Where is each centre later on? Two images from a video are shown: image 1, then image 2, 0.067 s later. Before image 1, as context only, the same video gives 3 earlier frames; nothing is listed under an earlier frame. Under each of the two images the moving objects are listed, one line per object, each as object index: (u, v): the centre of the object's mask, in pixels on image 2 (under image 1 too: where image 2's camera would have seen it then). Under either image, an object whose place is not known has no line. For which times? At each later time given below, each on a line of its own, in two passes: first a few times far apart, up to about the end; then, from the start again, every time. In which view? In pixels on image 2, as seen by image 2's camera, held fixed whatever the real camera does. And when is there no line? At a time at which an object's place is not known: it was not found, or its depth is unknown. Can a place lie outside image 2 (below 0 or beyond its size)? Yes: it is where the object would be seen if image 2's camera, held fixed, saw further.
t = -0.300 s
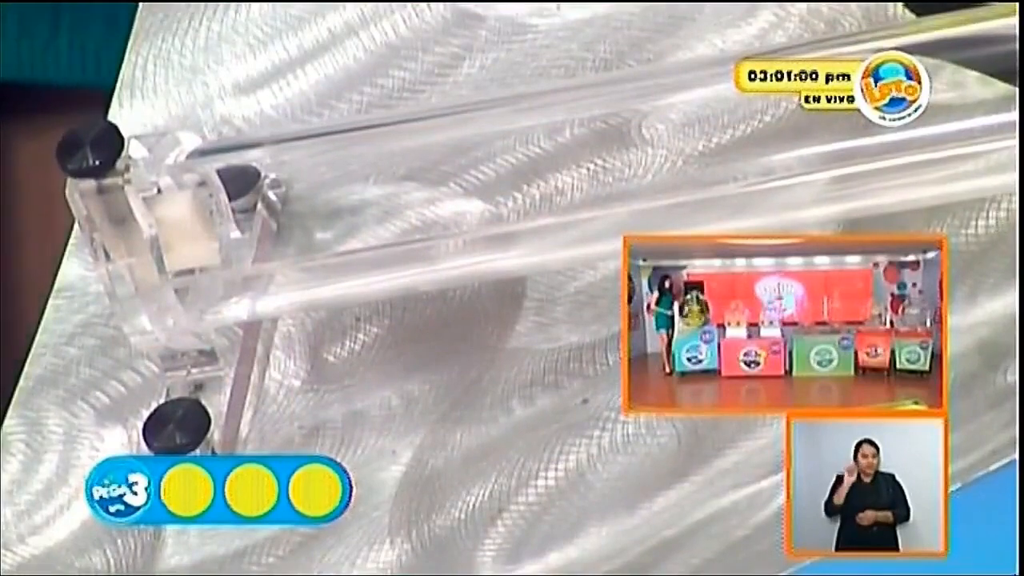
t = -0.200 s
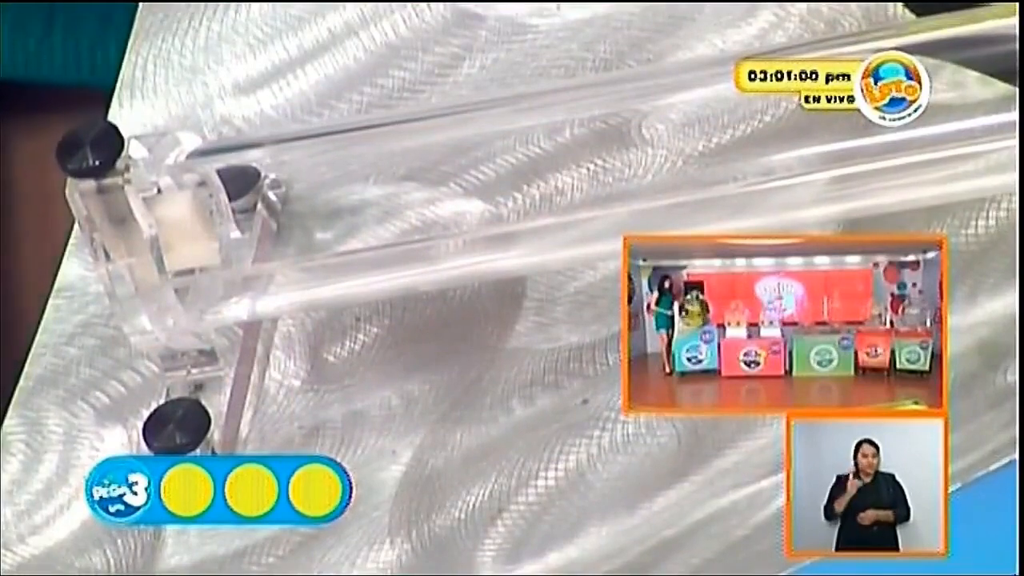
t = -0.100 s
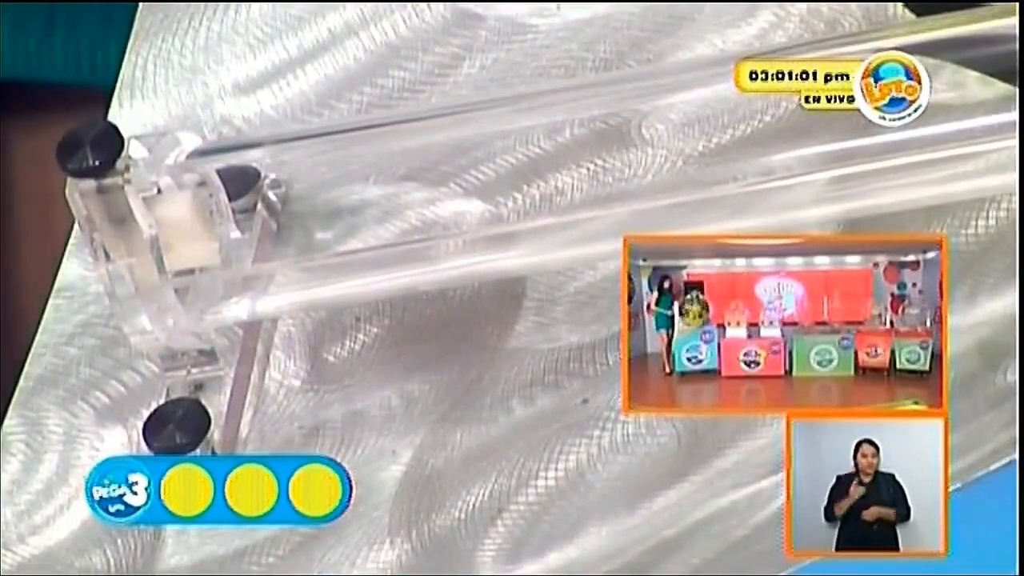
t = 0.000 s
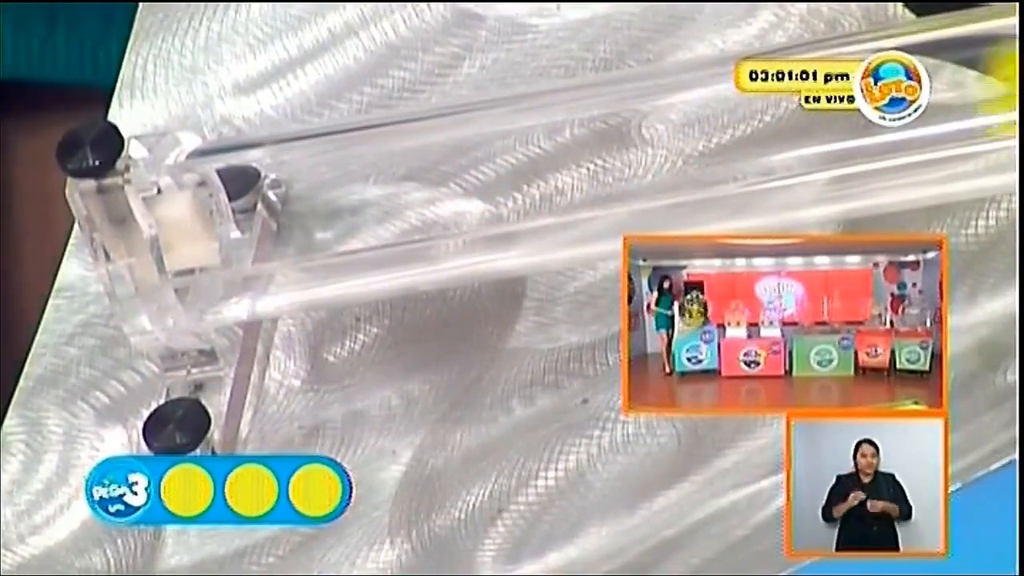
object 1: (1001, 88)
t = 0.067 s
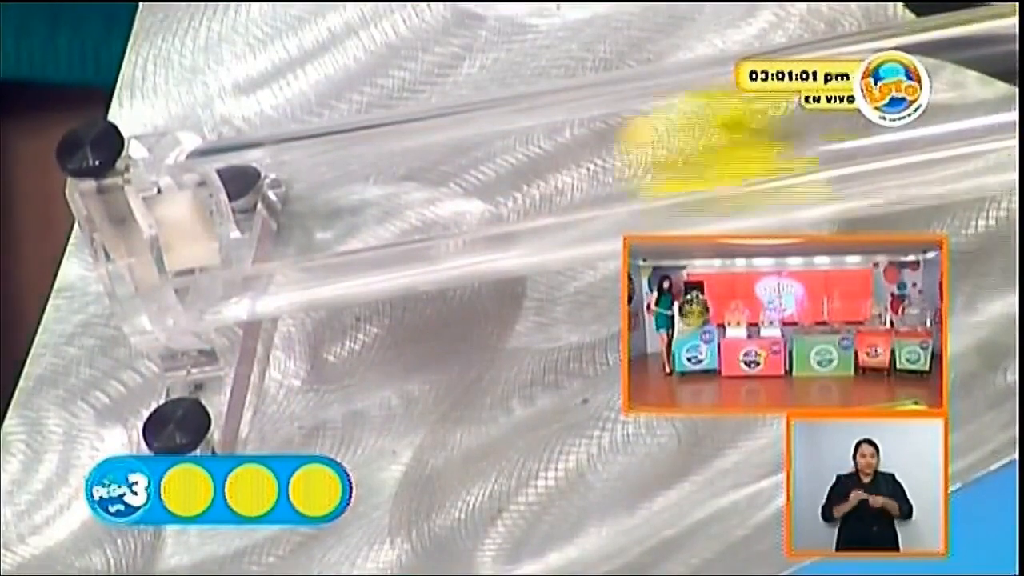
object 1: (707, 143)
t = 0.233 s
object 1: (412, 202)
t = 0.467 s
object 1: (366, 212)
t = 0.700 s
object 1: (287, 224)
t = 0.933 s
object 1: (286, 227)
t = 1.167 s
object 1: (286, 227)
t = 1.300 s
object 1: (286, 227)
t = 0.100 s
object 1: (560, 171)
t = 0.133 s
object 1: (383, 206)
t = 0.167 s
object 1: (319, 212)
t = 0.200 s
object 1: (372, 204)
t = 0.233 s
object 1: (412, 202)
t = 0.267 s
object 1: (433, 194)
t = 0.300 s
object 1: (447, 193)
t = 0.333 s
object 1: (447, 194)
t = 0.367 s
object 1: (441, 198)
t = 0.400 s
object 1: (425, 202)
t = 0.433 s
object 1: (398, 206)
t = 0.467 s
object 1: (366, 212)
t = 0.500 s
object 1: (330, 216)
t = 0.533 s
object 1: (289, 223)
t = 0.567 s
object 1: (292, 216)
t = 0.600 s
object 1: (290, 220)
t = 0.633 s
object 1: (288, 221)
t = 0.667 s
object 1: (287, 223)
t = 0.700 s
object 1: (287, 224)
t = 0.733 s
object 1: (286, 225)
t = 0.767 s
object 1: (285, 216)
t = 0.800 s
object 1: (286, 226)
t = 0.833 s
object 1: (286, 226)
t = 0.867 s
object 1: (286, 227)
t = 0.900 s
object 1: (286, 227)
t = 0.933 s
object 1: (286, 227)
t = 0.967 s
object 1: (286, 227)
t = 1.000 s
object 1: (287, 227)
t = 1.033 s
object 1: (287, 227)
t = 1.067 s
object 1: (286, 227)
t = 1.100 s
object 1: (286, 227)
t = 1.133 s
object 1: (286, 227)
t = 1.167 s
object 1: (286, 227)
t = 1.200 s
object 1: (286, 227)
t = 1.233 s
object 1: (286, 227)
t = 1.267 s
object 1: (286, 227)
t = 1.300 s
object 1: (286, 227)
